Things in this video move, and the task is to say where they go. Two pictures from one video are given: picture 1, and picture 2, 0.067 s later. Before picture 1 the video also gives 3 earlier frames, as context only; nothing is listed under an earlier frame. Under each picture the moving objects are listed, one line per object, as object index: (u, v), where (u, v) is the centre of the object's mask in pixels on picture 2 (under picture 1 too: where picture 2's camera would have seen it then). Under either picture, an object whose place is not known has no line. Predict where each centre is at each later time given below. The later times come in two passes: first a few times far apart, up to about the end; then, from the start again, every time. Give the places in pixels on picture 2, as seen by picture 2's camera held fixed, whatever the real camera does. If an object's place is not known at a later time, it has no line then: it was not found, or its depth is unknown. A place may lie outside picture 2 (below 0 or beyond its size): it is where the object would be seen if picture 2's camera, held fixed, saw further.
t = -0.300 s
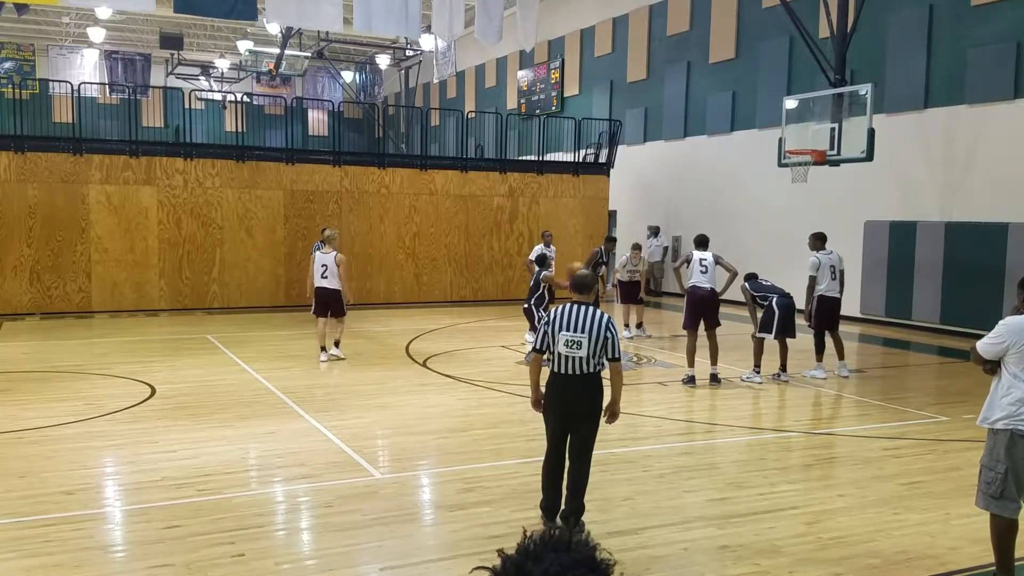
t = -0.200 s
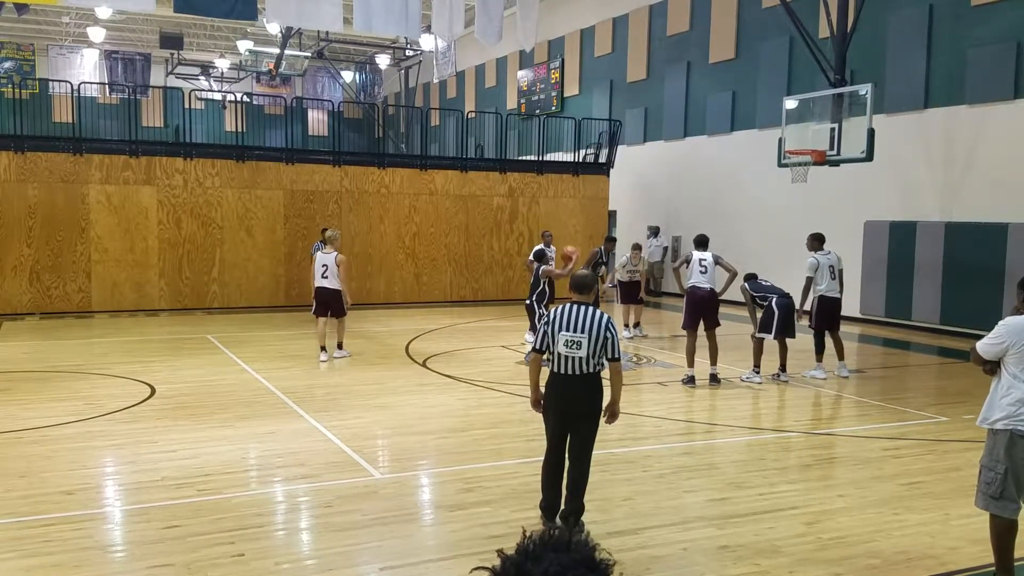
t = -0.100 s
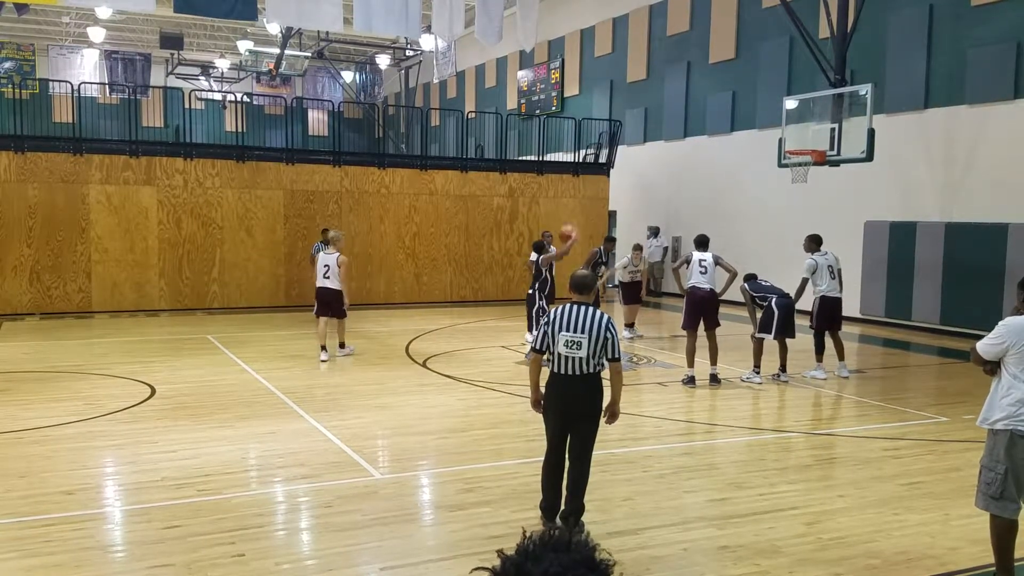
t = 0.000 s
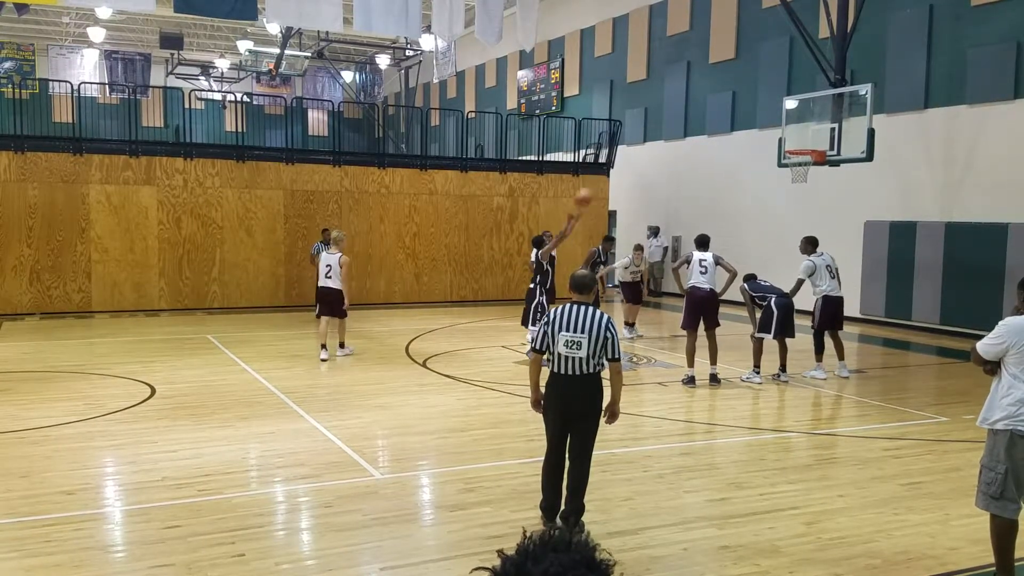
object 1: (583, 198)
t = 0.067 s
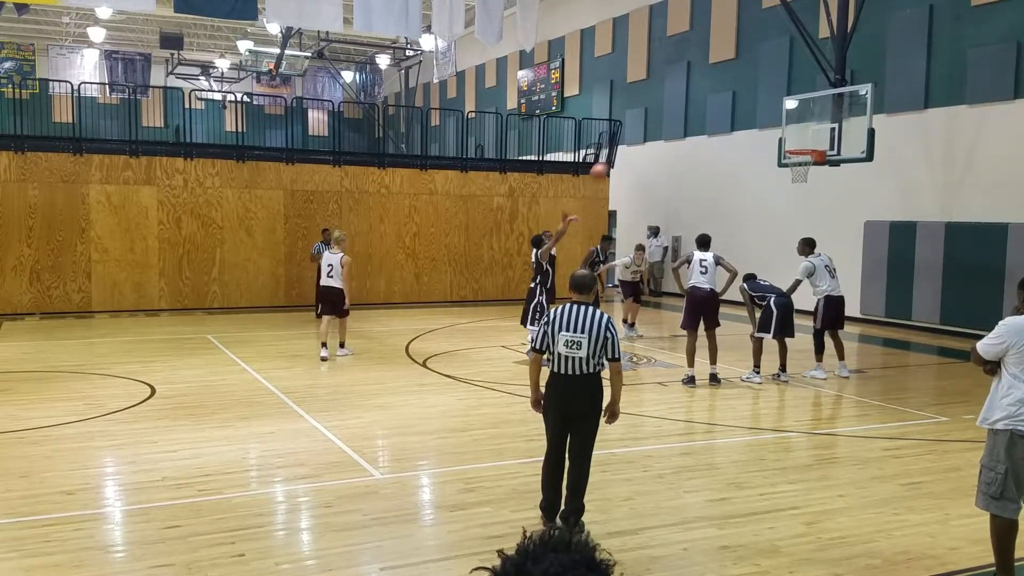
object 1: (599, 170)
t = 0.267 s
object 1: (647, 115)
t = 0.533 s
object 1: (706, 83)
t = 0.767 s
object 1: (752, 96)
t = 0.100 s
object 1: (607, 161)
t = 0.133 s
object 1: (616, 149)
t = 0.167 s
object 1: (623, 139)
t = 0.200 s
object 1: (631, 130)
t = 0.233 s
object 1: (639, 122)
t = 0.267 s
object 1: (647, 115)
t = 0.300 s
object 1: (655, 108)
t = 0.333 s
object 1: (662, 102)
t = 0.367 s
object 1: (669, 96)
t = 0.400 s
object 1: (677, 92)
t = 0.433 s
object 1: (684, 89)
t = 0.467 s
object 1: (692, 86)
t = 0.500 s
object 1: (699, 84)
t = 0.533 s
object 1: (706, 83)
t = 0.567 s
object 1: (713, 83)
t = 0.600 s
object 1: (719, 83)
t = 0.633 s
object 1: (726, 84)
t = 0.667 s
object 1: (733, 85)
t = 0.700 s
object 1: (740, 88)
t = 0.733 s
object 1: (746, 91)
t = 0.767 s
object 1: (752, 96)
